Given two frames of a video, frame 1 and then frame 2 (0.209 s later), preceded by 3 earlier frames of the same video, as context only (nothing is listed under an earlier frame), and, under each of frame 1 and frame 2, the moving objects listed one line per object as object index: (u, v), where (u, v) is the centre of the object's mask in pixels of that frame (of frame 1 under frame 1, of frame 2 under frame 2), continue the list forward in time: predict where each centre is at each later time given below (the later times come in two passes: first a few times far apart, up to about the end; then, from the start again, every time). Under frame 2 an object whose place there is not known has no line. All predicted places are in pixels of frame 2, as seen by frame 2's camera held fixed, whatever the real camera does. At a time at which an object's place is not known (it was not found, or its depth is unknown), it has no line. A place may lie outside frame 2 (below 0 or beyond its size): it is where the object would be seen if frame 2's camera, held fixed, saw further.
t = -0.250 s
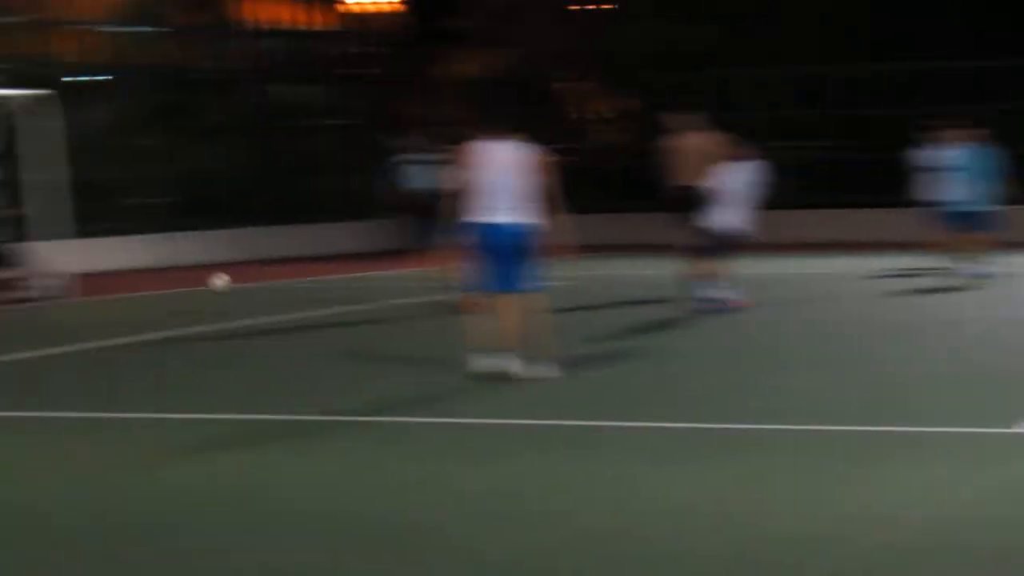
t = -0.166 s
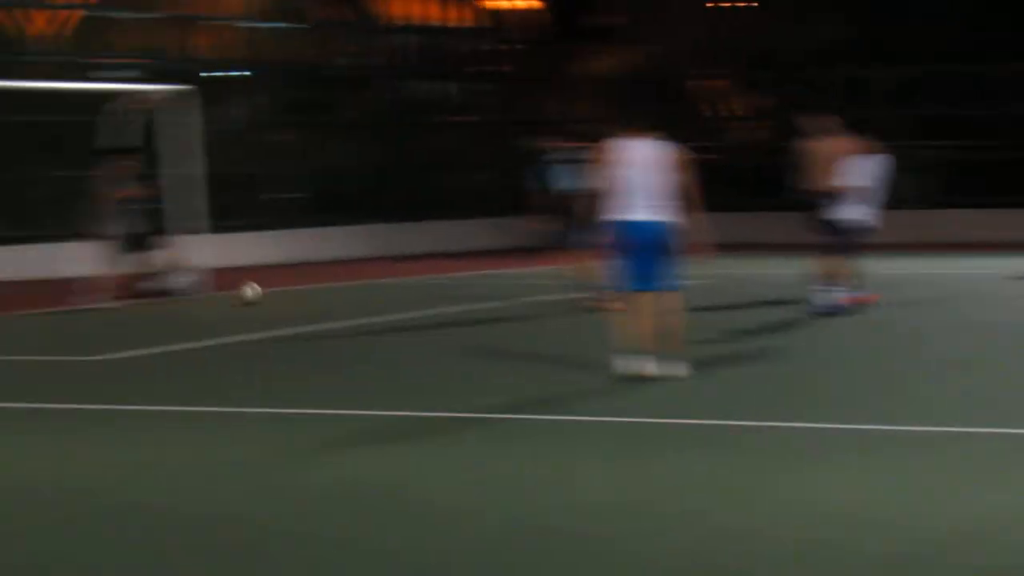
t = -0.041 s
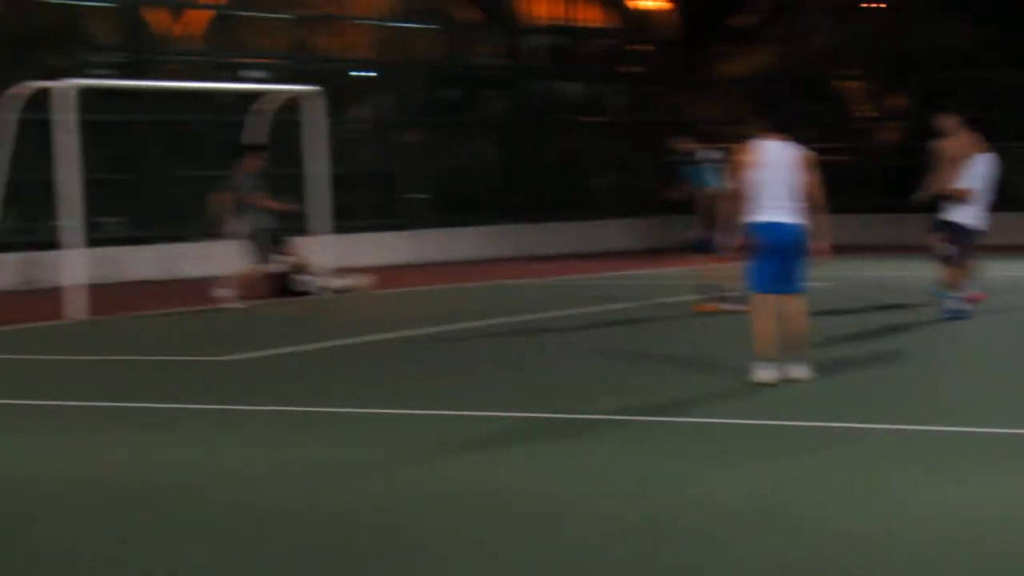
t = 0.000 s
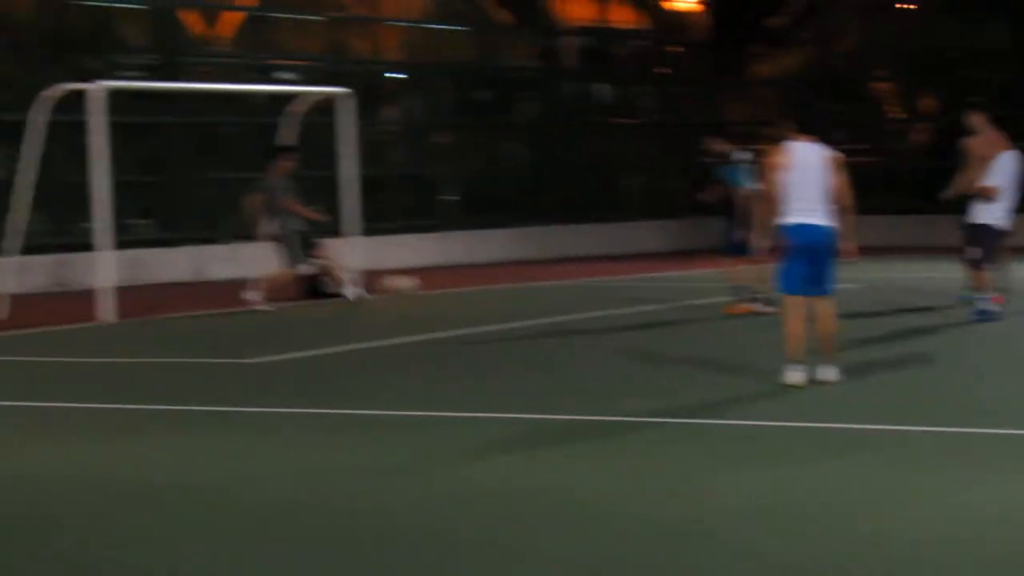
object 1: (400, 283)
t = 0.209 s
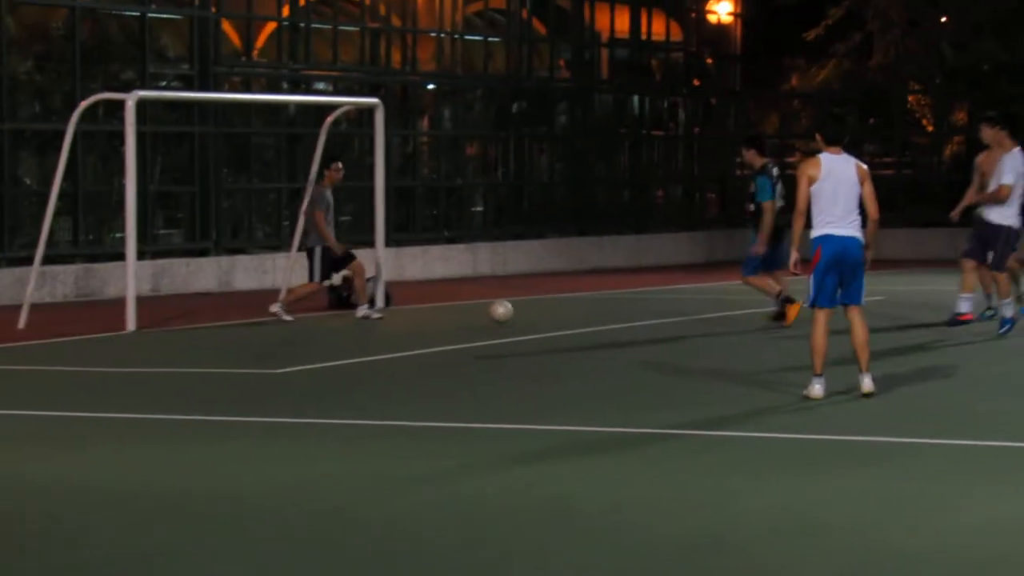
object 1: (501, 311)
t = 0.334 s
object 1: (526, 309)
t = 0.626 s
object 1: (554, 321)
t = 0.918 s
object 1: (561, 328)
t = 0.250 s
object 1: (509, 309)
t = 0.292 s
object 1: (518, 308)
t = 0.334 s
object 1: (526, 309)
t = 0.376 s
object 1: (536, 311)
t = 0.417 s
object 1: (544, 316)
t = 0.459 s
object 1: (549, 320)
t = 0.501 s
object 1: (550, 316)
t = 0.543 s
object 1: (552, 316)
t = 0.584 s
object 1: (552, 317)
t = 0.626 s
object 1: (554, 321)
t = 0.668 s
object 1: (555, 324)
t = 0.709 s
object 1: (556, 323)
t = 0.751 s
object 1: (557, 323)
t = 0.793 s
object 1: (558, 325)
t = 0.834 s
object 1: (559, 328)
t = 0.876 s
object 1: (561, 328)
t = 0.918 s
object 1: (561, 328)
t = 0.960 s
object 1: (562, 331)
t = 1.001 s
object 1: (563, 331)
